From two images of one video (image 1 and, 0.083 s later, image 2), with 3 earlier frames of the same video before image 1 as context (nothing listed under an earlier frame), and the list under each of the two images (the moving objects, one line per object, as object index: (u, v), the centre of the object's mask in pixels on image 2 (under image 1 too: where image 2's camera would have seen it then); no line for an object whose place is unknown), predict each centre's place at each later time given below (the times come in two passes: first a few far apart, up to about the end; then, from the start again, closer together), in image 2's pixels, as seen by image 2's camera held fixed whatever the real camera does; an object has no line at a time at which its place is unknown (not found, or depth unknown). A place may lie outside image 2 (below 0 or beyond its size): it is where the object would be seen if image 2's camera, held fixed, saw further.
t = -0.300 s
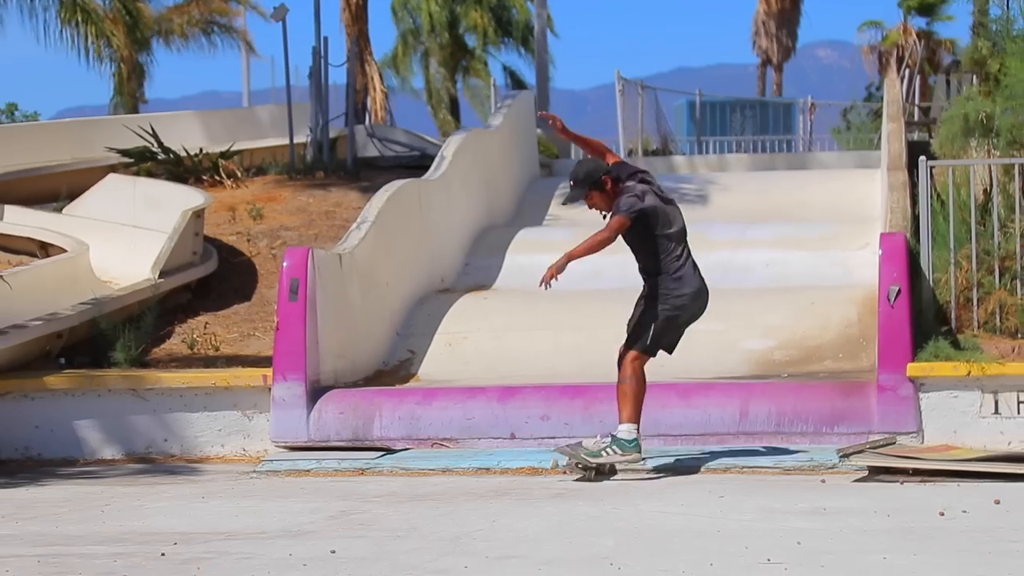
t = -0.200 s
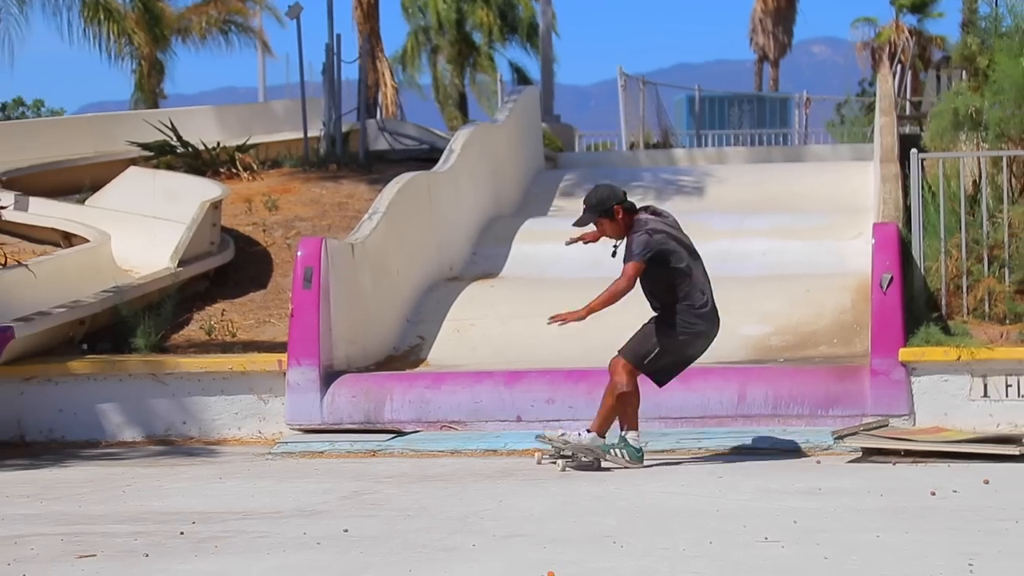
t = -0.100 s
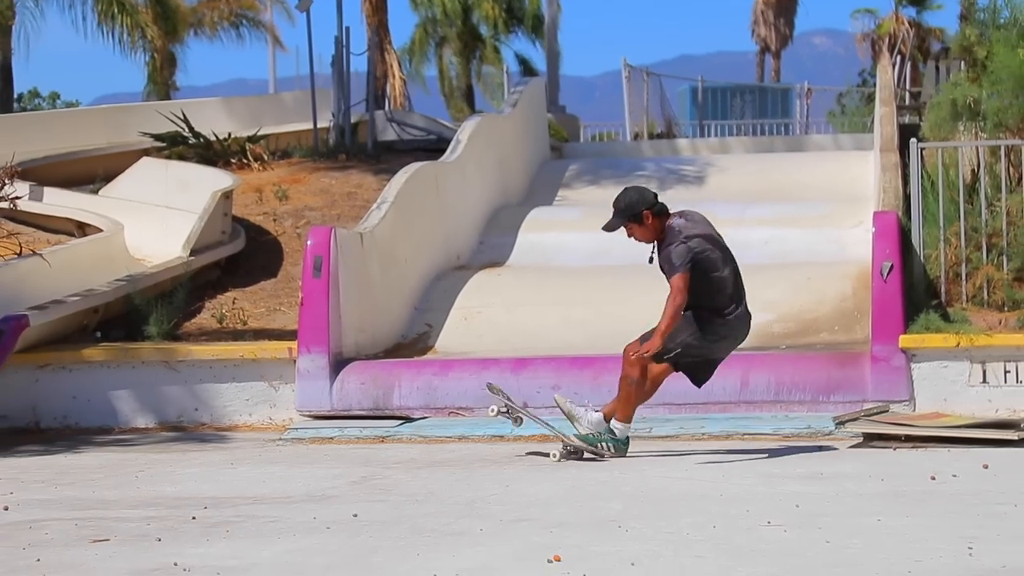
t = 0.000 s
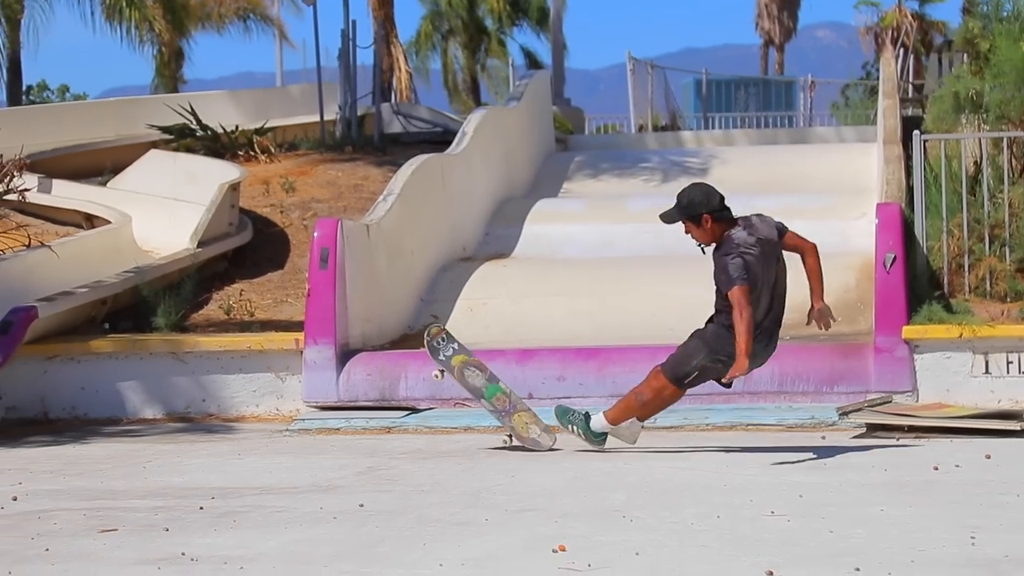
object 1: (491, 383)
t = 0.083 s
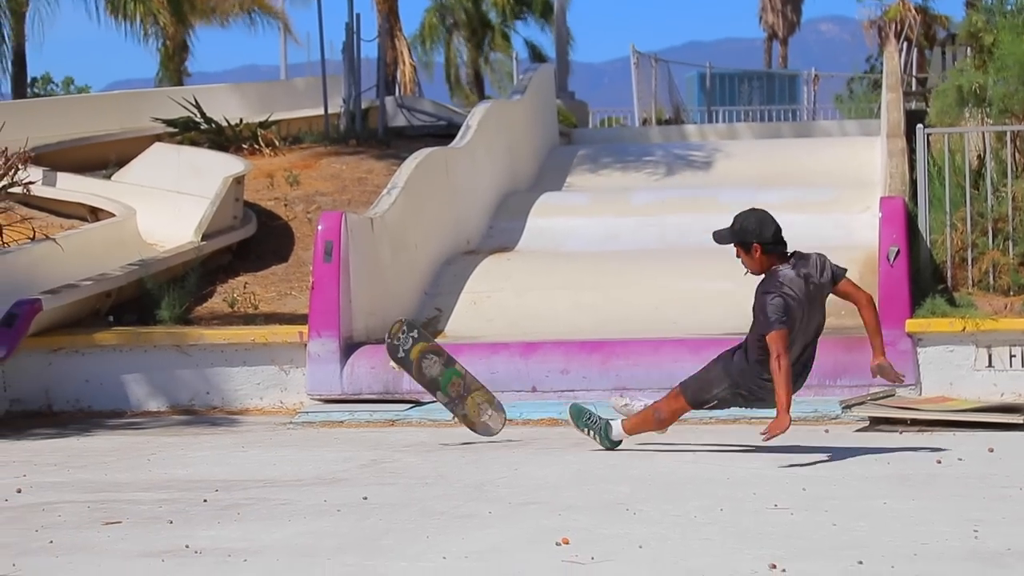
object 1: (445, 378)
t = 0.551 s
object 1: (215, 422)
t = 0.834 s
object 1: (151, 438)
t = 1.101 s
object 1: (148, 436)
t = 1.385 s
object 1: (149, 438)
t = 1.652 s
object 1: (149, 438)
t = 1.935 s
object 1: (145, 440)
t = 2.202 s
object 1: (145, 439)
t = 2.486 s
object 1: (142, 441)
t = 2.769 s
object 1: (145, 441)
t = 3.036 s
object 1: (144, 442)
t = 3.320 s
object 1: (145, 441)
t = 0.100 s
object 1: (436, 379)
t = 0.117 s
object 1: (426, 381)
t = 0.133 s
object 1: (417, 383)
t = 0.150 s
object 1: (408, 385)
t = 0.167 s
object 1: (399, 388)
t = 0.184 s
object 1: (388, 390)
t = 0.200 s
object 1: (377, 393)
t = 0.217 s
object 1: (366, 396)
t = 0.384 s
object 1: (282, 423)
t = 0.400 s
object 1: (275, 426)
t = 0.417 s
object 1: (270, 424)
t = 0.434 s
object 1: (263, 422)
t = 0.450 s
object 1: (257, 420)
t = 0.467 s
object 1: (251, 418)
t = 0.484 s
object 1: (244, 418)
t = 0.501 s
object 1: (238, 418)
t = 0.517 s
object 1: (232, 418)
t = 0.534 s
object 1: (223, 420)
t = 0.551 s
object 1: (215, 422)
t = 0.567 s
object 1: (208, 423)
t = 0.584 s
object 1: (202, 424)
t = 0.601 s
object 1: (194, 425)
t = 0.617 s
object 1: (188, 426)
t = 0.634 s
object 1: (182, 428)
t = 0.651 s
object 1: (174, 431)
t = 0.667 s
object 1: (168, 431)
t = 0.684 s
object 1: (163, 432)
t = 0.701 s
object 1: (158, 432)
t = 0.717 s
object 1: (152, 432)
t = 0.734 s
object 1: (147, 433)
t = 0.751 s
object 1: (146, 433)
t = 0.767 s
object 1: (146, 433)
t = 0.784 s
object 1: (146, 434)
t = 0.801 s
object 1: (148, 436)
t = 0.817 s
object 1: (150, 437)
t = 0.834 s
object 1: (151, 438)
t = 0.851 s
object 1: (150, 439)
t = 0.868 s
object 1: (150, 441)
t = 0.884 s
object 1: (150, 443)
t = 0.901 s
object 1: (149, 445)
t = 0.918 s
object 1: (153, 441)
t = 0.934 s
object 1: (151, 439)
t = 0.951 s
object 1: (151, 439)
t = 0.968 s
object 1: (150, 438)
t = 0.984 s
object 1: (149, 438)
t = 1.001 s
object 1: (149, 437)
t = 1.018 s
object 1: (148, 436)
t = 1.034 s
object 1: (148, 436)
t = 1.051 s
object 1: (148, 435)
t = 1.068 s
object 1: (148, 435)
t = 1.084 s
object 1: (148, 435)
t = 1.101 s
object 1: (148, 436)
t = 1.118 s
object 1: (148, 436)
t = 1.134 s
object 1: (148, 436)
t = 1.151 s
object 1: (149, 436)
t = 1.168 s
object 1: (149, 437)
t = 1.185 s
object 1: (149, 437)
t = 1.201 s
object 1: (149, 438)
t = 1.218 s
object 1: (149, 438)
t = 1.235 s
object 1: (148, 439)
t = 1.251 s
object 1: (147, 439)
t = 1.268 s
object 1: (145, 441)
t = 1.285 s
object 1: (146, 440)
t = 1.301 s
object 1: (147, 440)
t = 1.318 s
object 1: (147, 440)
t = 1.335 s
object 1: (148, 440)
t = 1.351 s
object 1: (149, 440)
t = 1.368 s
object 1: (149, 439)
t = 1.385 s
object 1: (149, 438)
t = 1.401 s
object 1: (149, 439)
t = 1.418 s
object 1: (149, 438)
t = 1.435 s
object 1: (149, 438)
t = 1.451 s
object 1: (149, 439)
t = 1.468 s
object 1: (149, 439)
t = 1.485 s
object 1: (148, 439)
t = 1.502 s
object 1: (148, 440)
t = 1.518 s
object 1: (147, 440)
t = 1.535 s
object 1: (146, 440)
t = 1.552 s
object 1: (147, 439)
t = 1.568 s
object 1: (149, 438)
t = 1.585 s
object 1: (149, 438)
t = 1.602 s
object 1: (149, 438)
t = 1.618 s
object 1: (149, 438)
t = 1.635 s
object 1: (149, 438)
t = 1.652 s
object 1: (149, 438)
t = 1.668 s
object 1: (149, 437)
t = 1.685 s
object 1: (148, 437)
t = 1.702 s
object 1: (148, 437)
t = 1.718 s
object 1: (148, 438)
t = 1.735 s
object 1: (147, 438)
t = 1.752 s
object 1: (147, 438)
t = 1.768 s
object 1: (147, 438)
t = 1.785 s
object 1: (146, 439)
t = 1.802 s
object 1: (145, 439)
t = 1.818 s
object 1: (143, 442)
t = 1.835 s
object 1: (143, 442)
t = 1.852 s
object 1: (143, 442)
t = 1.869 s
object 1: (143, 441)
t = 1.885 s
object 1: (144, 441)
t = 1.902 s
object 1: (144, 441)
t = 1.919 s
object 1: (144, 441)
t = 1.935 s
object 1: (145, 440)
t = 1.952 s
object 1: (145, 440)
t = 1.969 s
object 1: (145, 440)
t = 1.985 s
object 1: (144, 440)
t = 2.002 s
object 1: (144, 440)
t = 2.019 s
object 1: (143, 440)
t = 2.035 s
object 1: (143, 441)
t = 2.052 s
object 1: (142, 442)
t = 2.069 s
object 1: (142, 442)
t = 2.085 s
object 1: (144, 440)
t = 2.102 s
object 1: (146, 439)
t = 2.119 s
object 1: (146, 439)
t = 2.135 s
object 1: (146, 439)
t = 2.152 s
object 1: (146, 439)
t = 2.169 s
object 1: (146, 439)
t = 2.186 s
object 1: (146, 439)
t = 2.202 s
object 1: (145, 439)
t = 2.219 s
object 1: (145, 439)
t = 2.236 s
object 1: (145, 439)
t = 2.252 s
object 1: (145, 439)
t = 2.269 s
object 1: (145, 439)
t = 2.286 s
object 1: (145, 439)
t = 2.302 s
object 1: (145, 440)
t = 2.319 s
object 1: (142, 441)
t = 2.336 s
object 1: (141, 443)
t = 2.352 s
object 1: (141, 442)
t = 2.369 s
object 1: (141, 442)
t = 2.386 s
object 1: (141, 442)
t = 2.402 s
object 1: (141, 441)
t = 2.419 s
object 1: (141, 441)
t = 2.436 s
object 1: (141, 441)
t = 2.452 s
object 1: (141, 441)
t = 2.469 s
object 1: (141, 441)
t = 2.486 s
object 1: (142, 441)
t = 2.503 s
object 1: (142, 441)
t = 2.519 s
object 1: (141, 441)
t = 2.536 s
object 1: (142, 442)
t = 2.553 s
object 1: (142, 442)
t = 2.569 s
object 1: (142, 443)
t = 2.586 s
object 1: (143, 443)
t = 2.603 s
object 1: (146, 440)
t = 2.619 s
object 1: (146, 440)
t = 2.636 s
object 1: (146, 439)
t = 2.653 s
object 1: (146, 439)
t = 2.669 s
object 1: (146, 439)
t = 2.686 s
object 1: (146, 439)
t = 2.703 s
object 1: (146, 439)
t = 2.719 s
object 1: (146, 439)
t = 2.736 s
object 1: (146, 439)
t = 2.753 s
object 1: (146, 439)
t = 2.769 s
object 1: (145, 441)
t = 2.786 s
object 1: (143, 442)
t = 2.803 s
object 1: (142, 442)
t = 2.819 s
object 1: (143, 442)
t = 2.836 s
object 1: (143, 442)
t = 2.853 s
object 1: (143, 442)
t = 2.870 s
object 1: (144, 442)
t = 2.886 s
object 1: (144, 441)
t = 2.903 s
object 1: (144, 441)
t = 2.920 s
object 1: (144, 441)
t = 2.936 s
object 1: (144, 441)
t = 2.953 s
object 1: (144, 441)
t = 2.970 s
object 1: (144, 442)
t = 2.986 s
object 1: (144, 442)
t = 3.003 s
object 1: (143, 442)
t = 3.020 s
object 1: (144, 442)
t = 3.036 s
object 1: (144, 442)
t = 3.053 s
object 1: (146, 440)
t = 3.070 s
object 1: (147, 440)
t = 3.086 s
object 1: (147, 440)
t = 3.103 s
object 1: (147, 439)
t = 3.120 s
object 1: (148, 439)
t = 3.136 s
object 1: (148, 439)
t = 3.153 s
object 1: (148, 439)
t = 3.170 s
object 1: (148, 440)
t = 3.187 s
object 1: (148, 439)
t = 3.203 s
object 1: (147, 440)
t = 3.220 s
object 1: (146, 440)
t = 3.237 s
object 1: (145, 441)
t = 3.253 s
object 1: (145, 442)
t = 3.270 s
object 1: (145, 442)
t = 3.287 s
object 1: (145, 442)
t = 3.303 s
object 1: (145, 442)
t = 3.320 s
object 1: (145, 441)
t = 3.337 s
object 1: (145, 441)
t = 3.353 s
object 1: (145, 441)
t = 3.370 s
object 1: (145, 442)
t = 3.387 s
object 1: (145, 442)
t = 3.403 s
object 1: (145, 442)
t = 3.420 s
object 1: (145, 442)
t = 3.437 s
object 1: (145, 442)
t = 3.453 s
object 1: (146, 441)
